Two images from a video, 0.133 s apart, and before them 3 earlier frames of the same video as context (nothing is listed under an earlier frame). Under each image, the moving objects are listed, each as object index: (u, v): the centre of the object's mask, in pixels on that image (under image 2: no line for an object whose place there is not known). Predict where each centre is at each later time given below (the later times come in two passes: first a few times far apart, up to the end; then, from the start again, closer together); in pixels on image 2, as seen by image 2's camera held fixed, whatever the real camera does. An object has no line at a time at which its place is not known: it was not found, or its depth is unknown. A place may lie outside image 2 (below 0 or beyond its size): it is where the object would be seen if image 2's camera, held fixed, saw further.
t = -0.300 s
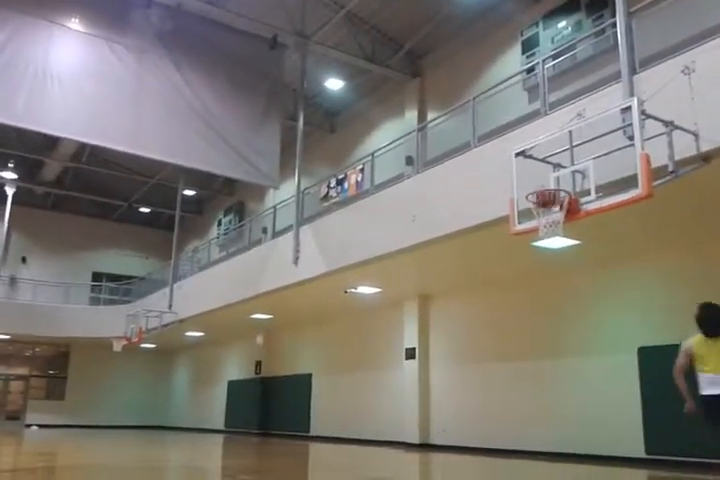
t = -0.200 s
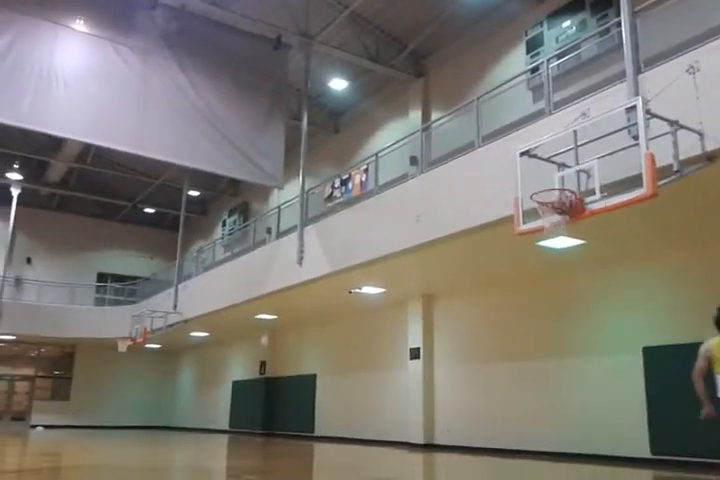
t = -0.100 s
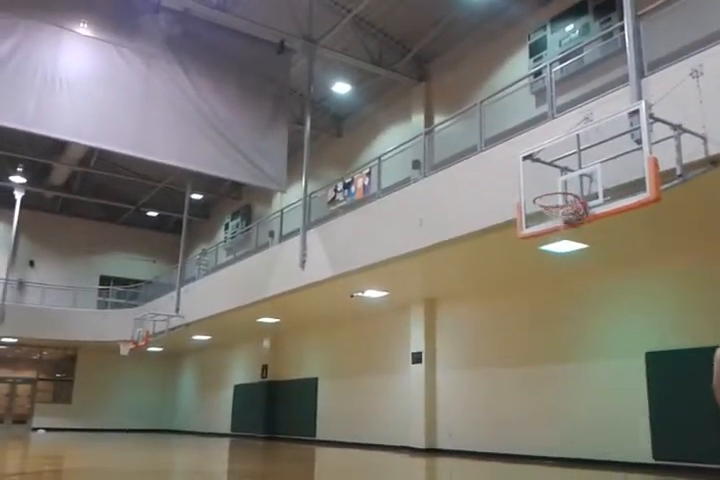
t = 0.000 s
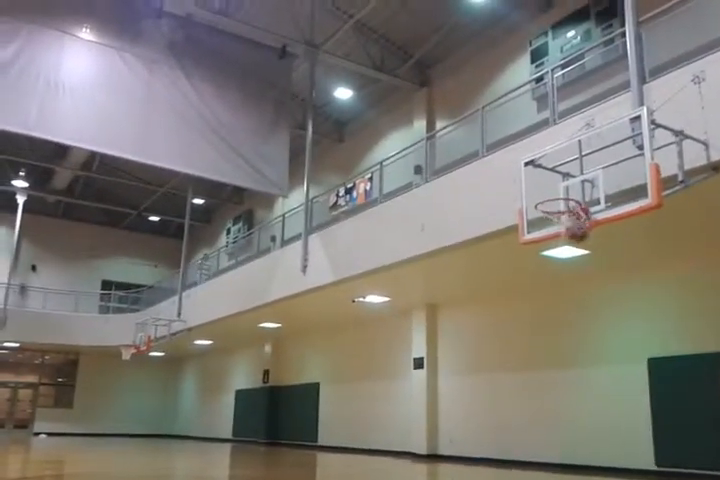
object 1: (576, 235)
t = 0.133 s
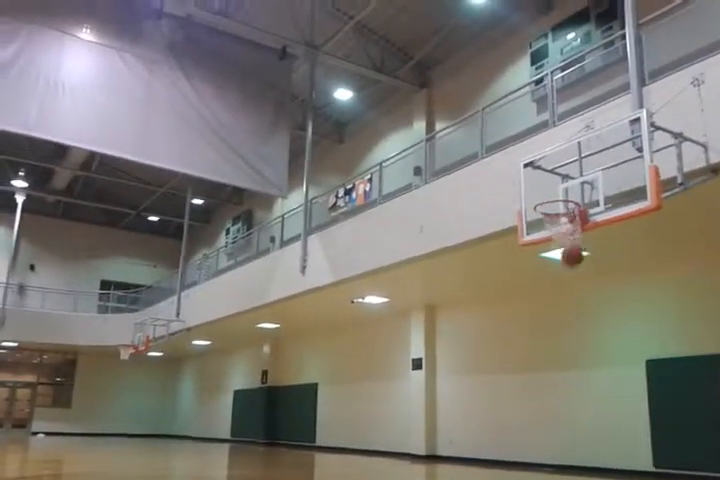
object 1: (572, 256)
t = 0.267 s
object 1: (568, 294)
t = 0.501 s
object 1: (563, 399)
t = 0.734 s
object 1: (556, 449)
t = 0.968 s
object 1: (536, 374)
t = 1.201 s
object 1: (520, 350)
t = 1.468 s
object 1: (505, 380)
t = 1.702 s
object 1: (494, 457)
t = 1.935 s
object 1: (482, 434)
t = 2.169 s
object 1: (471, 404)
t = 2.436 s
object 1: (460, 426)
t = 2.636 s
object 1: (454, 478)
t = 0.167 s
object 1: (571, 266)
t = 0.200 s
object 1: (570, 274)
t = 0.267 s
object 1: (568, 294)
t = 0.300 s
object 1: (567, 306)
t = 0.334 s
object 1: (567, 318)
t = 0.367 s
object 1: (565, 333)
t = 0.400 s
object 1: (564, 349)
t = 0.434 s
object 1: (563, 364)
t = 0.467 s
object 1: (562, 382)
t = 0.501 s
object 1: (563, 399)
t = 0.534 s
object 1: (564, 420)
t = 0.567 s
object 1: (564, 439)
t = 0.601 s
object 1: (564, 461)
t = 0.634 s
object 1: (567, 475)
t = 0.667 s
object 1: (564, 475)
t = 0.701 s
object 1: (559, 464)
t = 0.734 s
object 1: (556, 449)
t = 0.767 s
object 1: (553, 435)
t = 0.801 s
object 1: (549, 422)
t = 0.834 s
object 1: (546, 410)
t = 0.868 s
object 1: (543, 398)
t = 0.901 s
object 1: (541, 389)
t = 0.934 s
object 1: (538, 381)
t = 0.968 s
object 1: (536, 374)
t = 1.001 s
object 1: (533, 368)
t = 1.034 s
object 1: (531, 363)
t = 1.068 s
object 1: (529, 358)
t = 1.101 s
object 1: (526, 354)
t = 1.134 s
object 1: (524, 351)
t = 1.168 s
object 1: (522, 350)
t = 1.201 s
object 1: (520, 350)
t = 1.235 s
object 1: (519, 350)
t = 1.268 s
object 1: (516, 352)
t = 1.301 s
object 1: (514, 354)
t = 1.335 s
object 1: (512, 357)
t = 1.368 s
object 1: (511, 361)
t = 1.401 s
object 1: (509, 367)
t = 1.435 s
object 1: (507, 373)
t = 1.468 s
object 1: (505, 380)
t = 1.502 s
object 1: (504, 388)
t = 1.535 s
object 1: (502, 396)
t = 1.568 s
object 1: (500, 406)
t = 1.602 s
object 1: (498, 417)
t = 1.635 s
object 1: (497, 428)
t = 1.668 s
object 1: (496, 441)
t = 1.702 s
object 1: (494, 457)
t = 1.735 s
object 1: (494, 469)
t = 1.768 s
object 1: (492, 478)
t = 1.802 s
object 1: (490, 471)
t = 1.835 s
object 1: (488, 461)
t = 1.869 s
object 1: (486, 450)
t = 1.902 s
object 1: (484, 442)
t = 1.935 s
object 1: (482, 434)
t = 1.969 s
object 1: (480, 426)
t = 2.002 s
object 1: (479, 420)
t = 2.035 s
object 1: (477, 415)
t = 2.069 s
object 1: (476, 412)
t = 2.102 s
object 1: (474, 408)
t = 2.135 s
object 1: (473, 405)
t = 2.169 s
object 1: (471, 404)
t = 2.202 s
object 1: (470, 404)
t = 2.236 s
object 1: (468, 404)
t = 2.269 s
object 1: (467, 405)
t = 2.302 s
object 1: (466, 408)
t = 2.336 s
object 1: (464, 411)
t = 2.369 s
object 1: (463, 415)
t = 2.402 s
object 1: (462, 420)
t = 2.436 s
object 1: (460, 426)
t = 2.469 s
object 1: (460, 433)
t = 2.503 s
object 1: (458, 441)
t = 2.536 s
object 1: (457, 449)
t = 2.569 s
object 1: (457, 460)
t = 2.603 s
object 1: (456, 468)
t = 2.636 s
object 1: (454, 478)
